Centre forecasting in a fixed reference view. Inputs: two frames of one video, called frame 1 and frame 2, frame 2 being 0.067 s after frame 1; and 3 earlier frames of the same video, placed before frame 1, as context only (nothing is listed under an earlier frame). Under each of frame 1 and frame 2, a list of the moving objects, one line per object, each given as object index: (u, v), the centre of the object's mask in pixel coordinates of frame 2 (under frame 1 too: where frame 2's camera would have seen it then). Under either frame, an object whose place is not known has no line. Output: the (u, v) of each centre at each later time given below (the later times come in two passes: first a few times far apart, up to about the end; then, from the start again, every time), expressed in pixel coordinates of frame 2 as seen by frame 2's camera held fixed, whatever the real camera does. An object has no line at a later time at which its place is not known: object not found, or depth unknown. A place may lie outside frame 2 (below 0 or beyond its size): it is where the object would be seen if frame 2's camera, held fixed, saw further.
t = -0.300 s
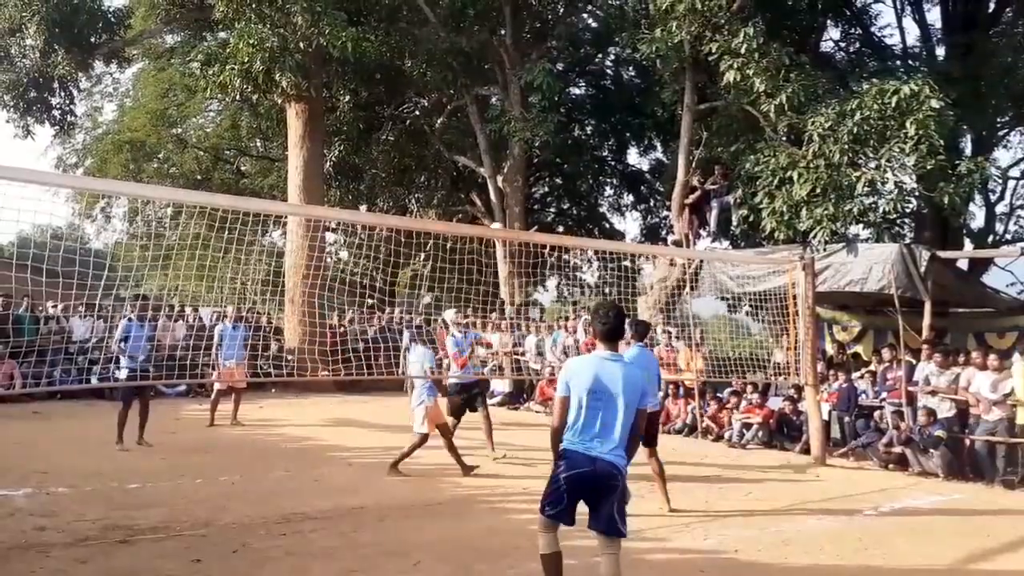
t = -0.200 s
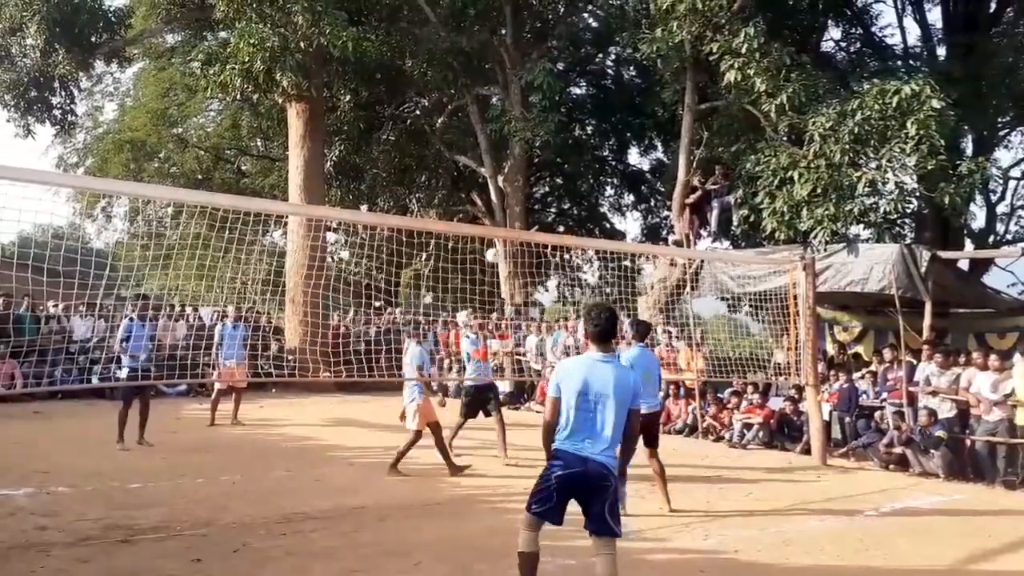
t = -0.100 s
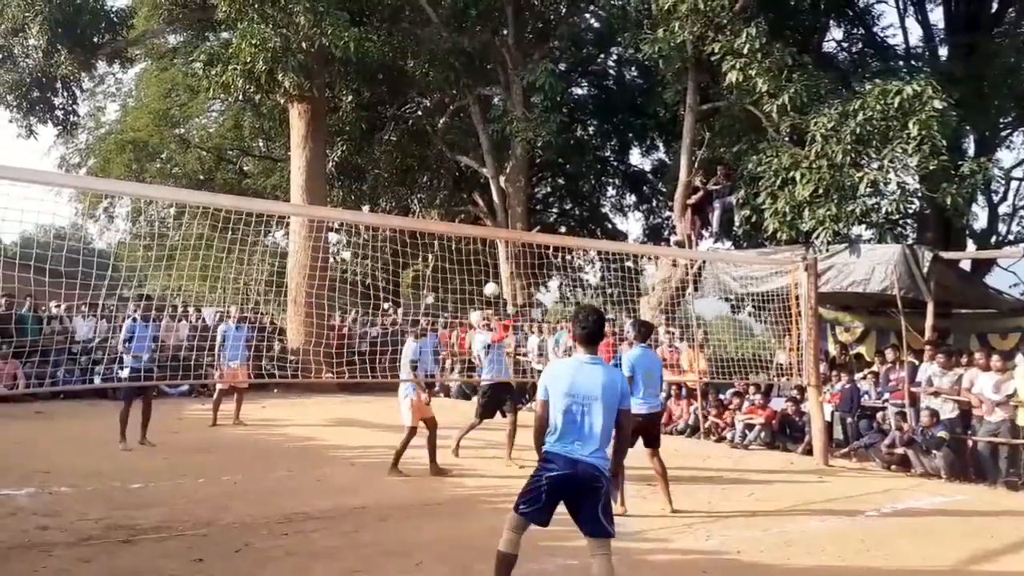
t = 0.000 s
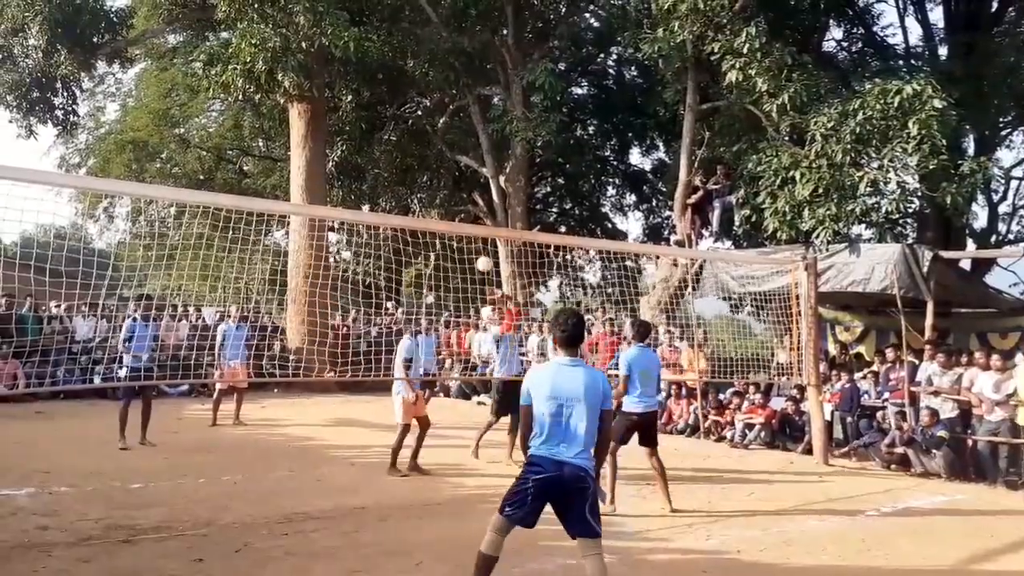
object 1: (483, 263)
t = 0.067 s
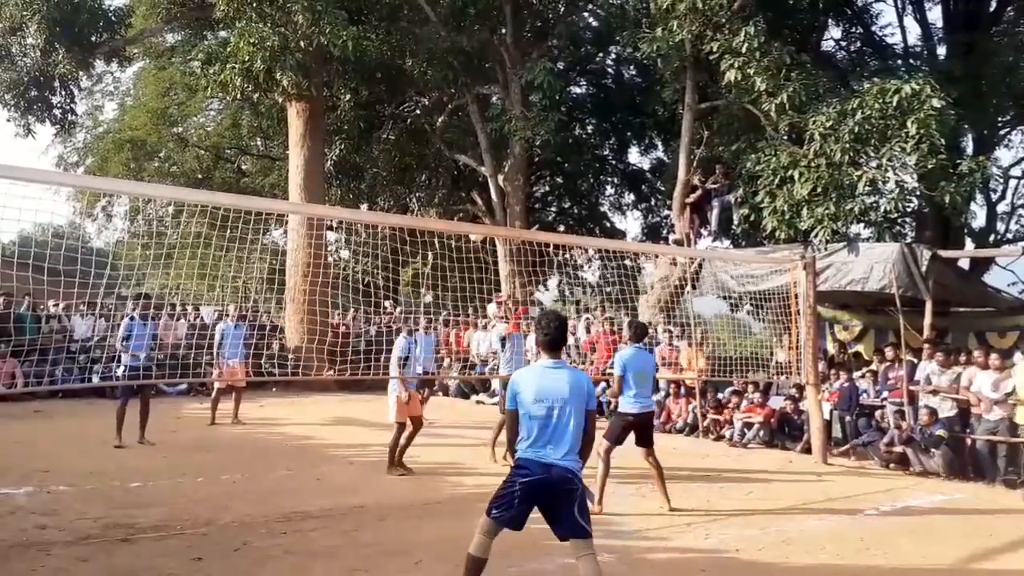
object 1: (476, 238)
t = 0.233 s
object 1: (458, 169)
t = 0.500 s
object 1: (418, 111)
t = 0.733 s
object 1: (368, 127)
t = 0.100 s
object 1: (474, 218)
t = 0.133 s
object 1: (470, 206)
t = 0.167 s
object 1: (466, 193)
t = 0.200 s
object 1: (462, 181)
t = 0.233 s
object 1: (458, 169)
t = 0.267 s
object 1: (453, 159)
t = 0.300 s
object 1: (449, 149)
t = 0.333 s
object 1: (445, 141)
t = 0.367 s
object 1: (440, 133)
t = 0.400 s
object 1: (435, 125)
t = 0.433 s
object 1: (430, 120)
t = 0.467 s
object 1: (424, 115)
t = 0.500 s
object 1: (418, 111)
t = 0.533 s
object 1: (412, 110)
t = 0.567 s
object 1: (406, 109)
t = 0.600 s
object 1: (399, 109)
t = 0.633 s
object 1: (392, 111)
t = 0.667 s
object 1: (384, 116)
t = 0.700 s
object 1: (377, 120)
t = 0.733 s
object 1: (368, 127)
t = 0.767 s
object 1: (360, 137)
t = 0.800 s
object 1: (351, 148)
